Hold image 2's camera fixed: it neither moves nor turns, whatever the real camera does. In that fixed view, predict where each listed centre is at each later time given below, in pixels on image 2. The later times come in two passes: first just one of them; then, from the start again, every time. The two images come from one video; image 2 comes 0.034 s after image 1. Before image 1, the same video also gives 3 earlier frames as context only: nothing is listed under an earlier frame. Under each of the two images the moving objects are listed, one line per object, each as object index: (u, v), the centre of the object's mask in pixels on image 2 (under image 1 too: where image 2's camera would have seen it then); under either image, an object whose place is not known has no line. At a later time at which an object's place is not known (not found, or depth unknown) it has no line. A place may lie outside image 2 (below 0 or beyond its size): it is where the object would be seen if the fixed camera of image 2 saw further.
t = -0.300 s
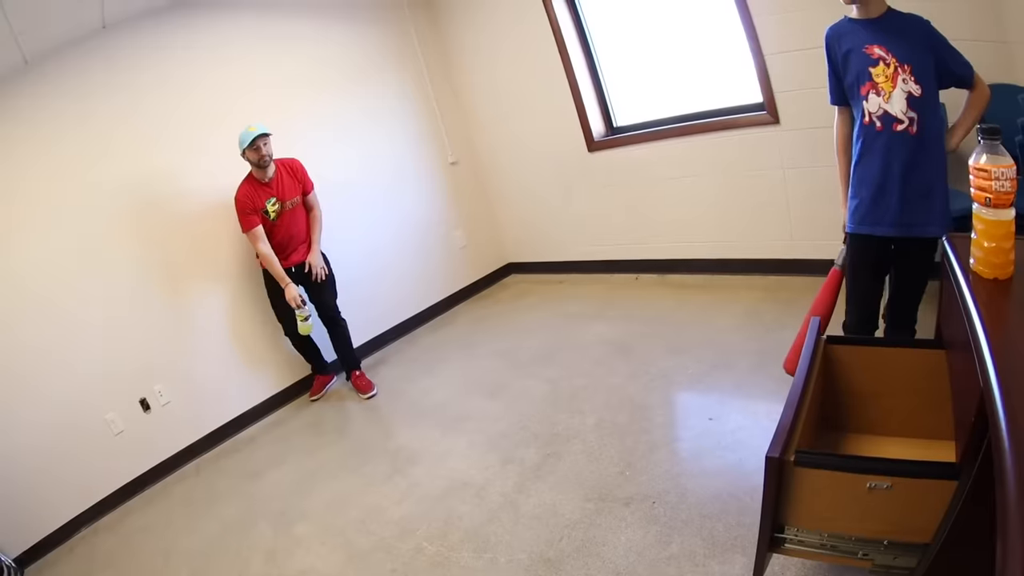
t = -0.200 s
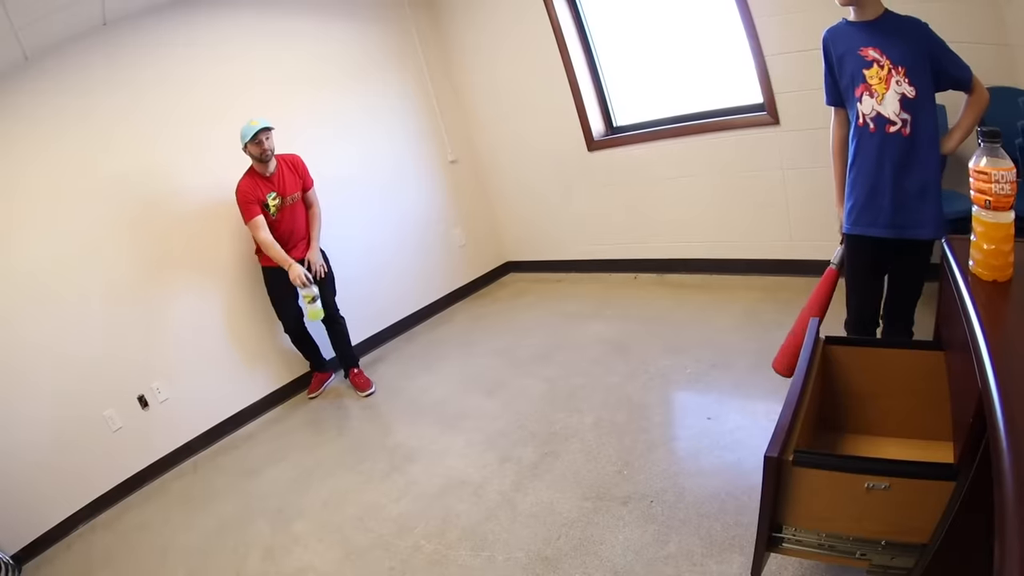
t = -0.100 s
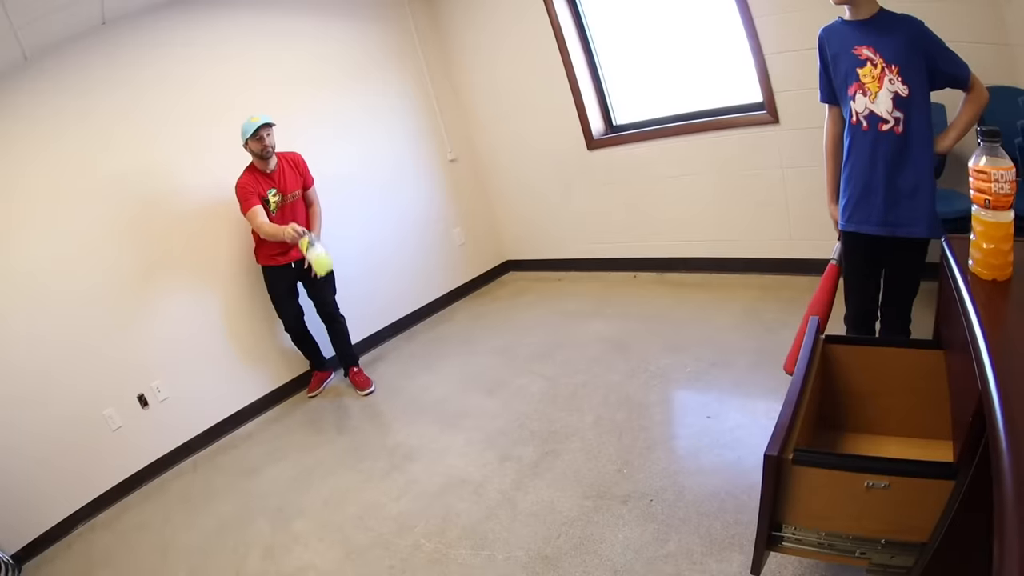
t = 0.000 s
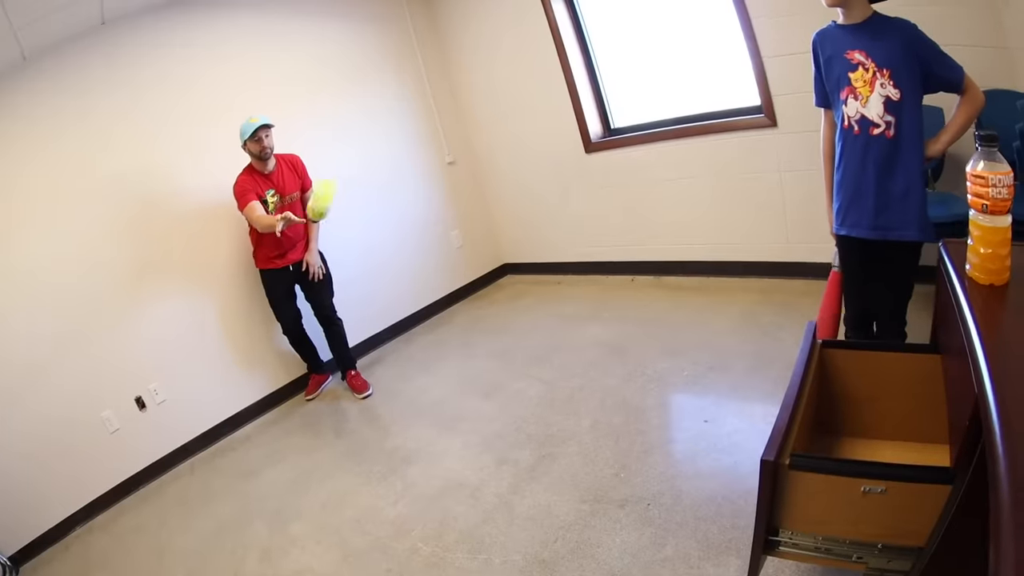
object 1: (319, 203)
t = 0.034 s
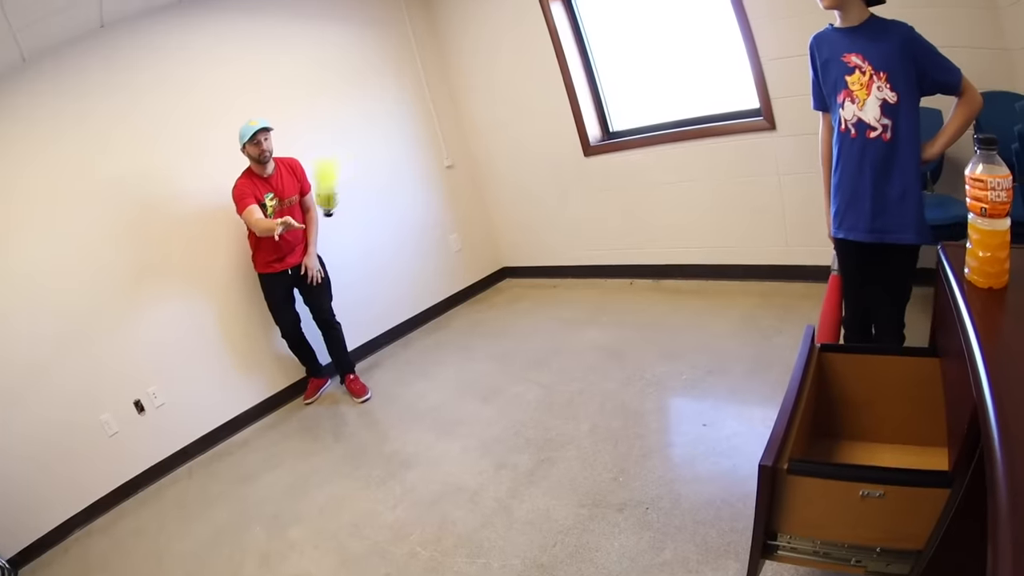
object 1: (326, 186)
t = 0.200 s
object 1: (386, 89)
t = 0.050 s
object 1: (331, 178)
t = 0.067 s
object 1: (335, 167)
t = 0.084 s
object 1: (341, 156)
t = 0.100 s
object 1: (345, 145)
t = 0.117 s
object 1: (350, 134)
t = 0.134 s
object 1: (357, 124)
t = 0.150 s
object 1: (363, 115)
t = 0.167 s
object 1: (370, 106)
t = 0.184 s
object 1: (378, 97)
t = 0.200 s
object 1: (386, 89)
